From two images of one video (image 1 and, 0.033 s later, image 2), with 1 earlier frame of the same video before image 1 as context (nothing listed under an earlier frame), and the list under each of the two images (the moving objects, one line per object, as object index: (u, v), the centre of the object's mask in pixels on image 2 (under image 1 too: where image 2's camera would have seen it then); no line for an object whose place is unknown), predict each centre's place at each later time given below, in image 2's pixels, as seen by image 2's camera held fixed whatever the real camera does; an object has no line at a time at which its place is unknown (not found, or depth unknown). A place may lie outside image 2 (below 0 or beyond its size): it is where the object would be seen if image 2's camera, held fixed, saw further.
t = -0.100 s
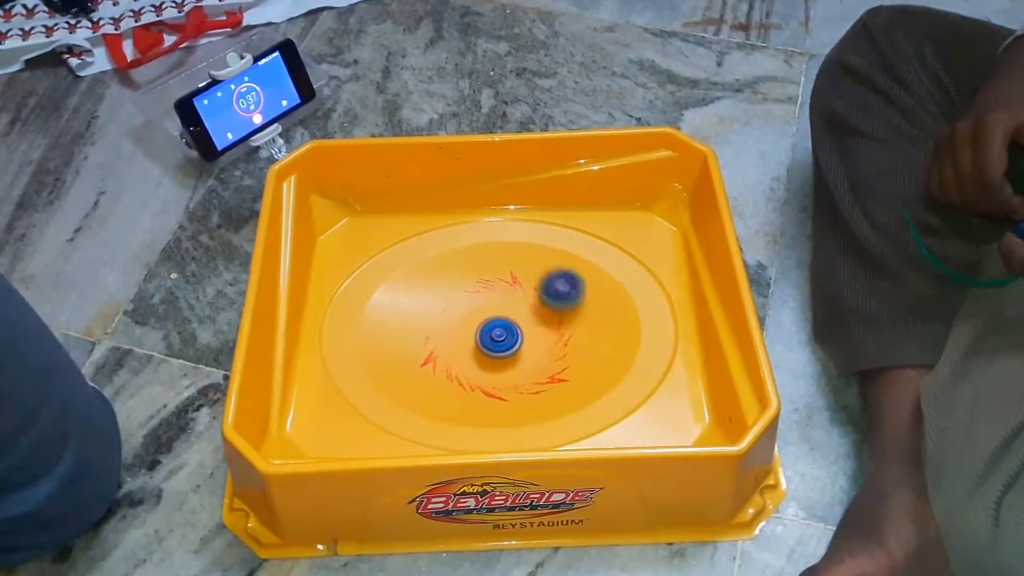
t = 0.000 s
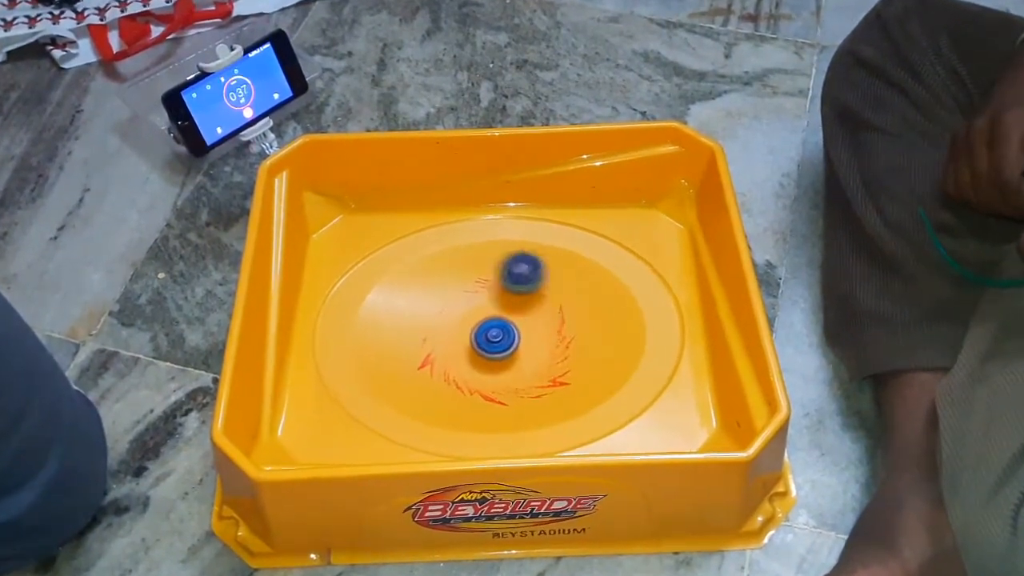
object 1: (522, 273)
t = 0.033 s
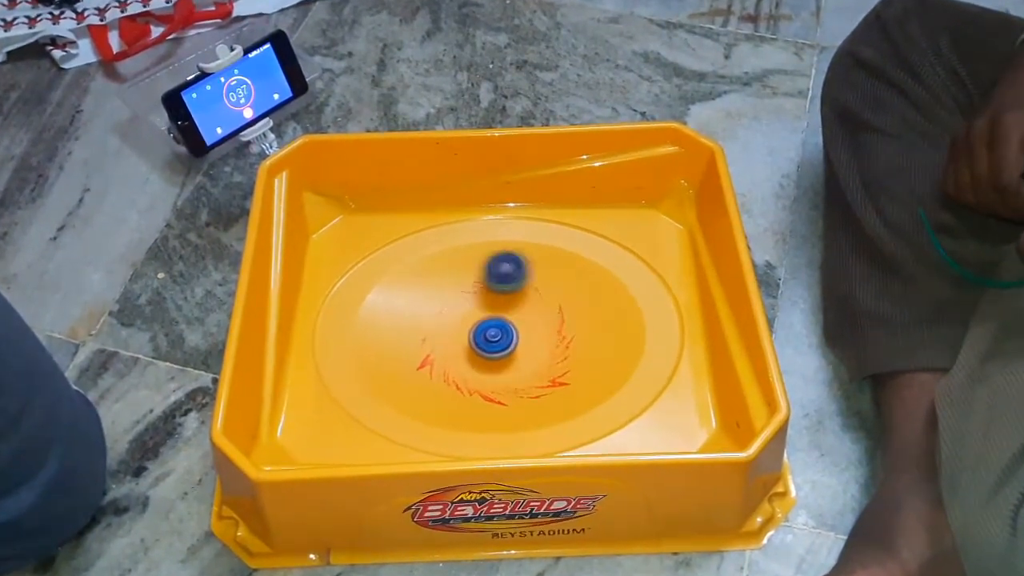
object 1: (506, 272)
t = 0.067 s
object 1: (489, 273)
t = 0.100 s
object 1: (473, 276)
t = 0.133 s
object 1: (459, 282)
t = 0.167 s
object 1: (446, 289)
